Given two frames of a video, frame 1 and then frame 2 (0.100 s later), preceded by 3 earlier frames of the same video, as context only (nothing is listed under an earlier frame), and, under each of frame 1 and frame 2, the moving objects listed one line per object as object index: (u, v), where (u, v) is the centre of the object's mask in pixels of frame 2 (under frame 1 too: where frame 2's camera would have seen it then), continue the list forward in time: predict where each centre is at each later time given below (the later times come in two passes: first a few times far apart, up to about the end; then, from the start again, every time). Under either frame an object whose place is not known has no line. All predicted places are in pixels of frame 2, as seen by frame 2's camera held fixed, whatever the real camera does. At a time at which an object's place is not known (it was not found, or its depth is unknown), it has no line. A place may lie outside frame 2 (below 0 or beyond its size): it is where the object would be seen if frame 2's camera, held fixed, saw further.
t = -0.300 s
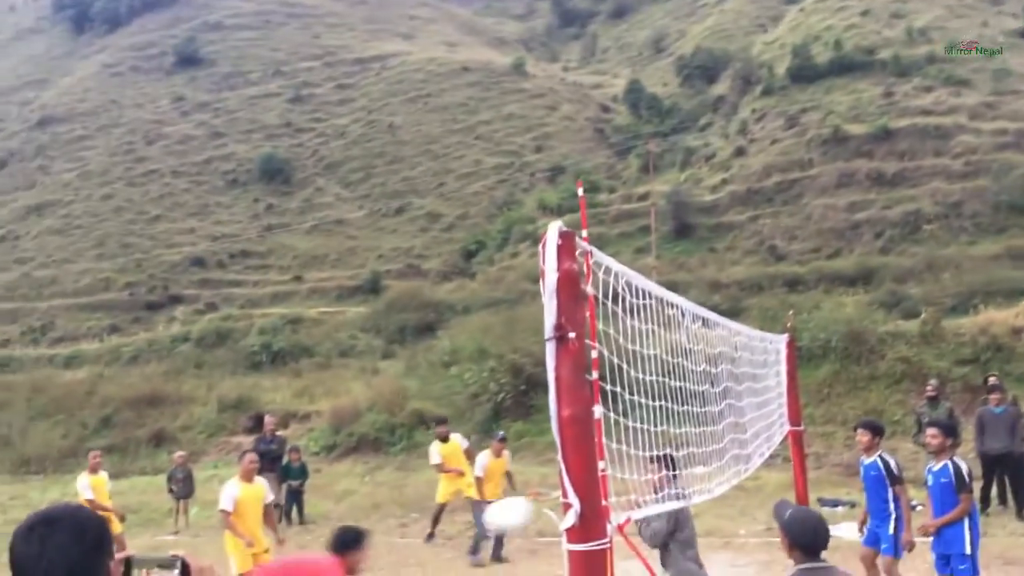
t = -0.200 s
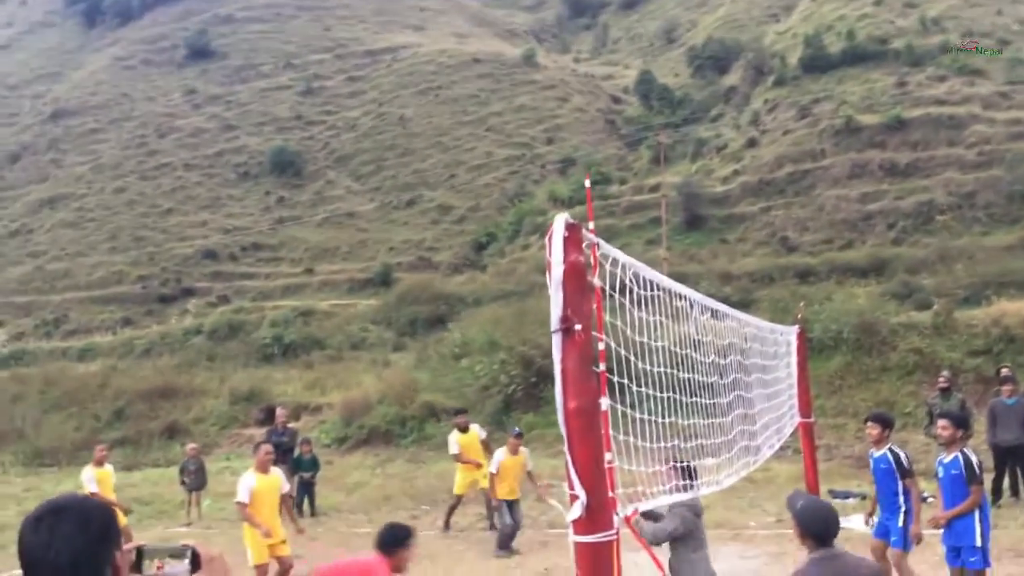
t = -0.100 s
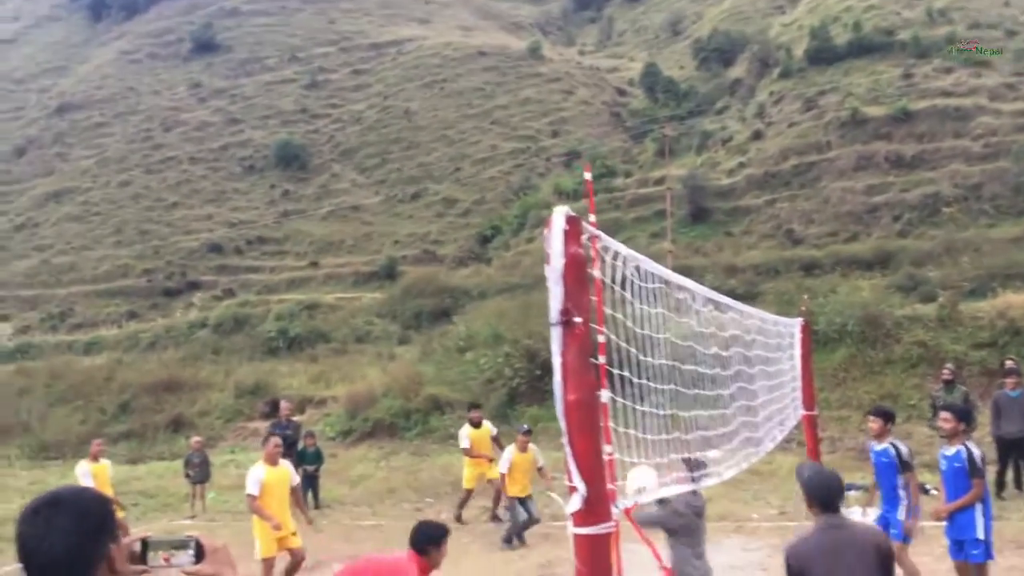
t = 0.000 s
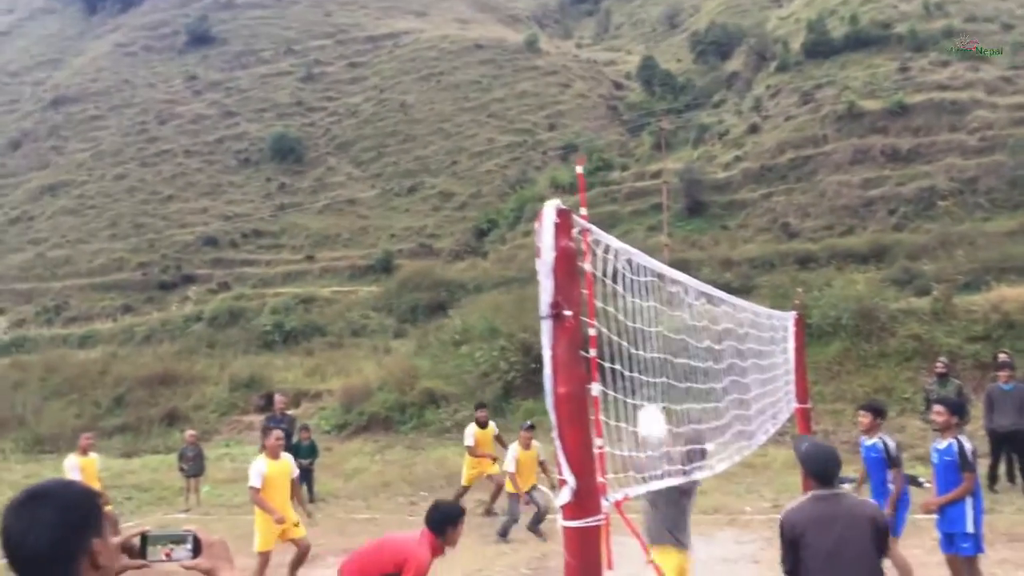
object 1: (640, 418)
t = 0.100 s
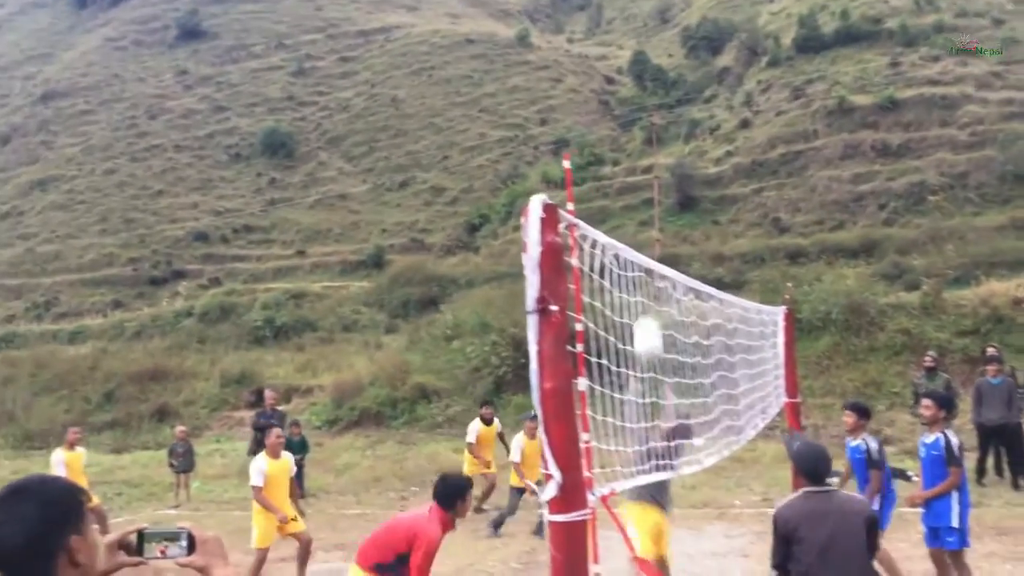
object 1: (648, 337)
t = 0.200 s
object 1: (655, 274)
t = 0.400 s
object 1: (668, 201)
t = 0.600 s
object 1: (683, 180)
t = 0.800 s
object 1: (698, 199)
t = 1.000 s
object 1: (711, 251)
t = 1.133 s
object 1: (727, 297)
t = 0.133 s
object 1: (650, 315)
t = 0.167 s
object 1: (652, 293)
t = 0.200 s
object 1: (655, 274)
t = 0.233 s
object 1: (659, 253)
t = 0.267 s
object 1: (660, 243)
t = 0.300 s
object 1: (662, 230)
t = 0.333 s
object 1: (664, 219)
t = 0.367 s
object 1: (666, 209)
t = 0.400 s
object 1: (668, 201)
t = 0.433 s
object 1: (671, 194)
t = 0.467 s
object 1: (673, 189)
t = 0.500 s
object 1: (676, 184)
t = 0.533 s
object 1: (678, 182)
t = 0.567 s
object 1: (681, 180)
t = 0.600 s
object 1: (683, 180)
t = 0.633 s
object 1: (686, 180)
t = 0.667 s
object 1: (688, 182)
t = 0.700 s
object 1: (690, 185)
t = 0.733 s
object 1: (693, 189)
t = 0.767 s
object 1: (695, 193)
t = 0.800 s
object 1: (698, 199)
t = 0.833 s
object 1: (700, 205)
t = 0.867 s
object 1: (703, 213)
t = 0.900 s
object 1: (705, 221)
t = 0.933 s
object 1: (707, 230)
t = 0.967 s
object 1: (710, 239)
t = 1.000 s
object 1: (711, 251)
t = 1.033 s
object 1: (715, 262)
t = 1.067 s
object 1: (718, 274)
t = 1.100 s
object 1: (719, 284)
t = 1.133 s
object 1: (727, 297)
